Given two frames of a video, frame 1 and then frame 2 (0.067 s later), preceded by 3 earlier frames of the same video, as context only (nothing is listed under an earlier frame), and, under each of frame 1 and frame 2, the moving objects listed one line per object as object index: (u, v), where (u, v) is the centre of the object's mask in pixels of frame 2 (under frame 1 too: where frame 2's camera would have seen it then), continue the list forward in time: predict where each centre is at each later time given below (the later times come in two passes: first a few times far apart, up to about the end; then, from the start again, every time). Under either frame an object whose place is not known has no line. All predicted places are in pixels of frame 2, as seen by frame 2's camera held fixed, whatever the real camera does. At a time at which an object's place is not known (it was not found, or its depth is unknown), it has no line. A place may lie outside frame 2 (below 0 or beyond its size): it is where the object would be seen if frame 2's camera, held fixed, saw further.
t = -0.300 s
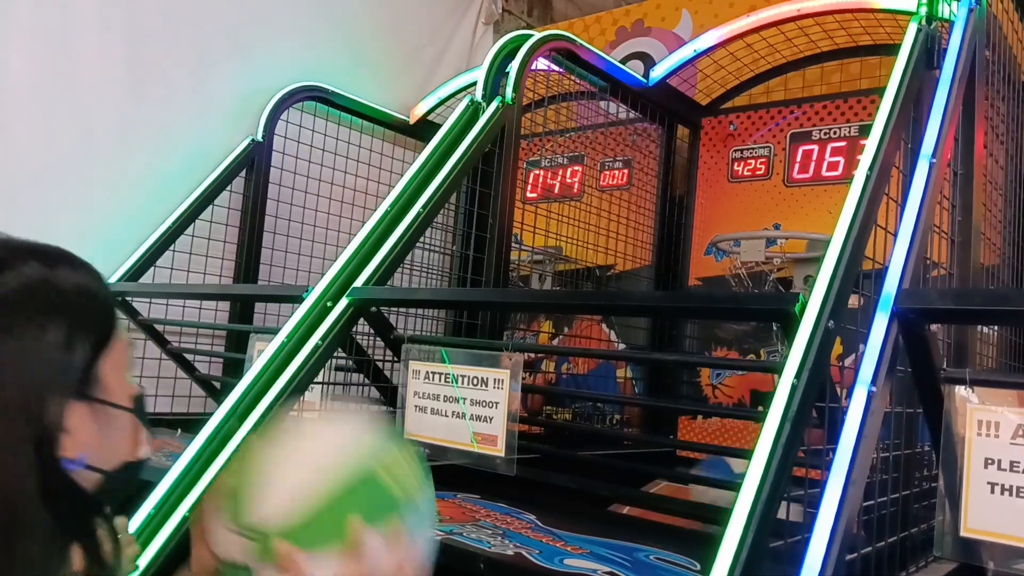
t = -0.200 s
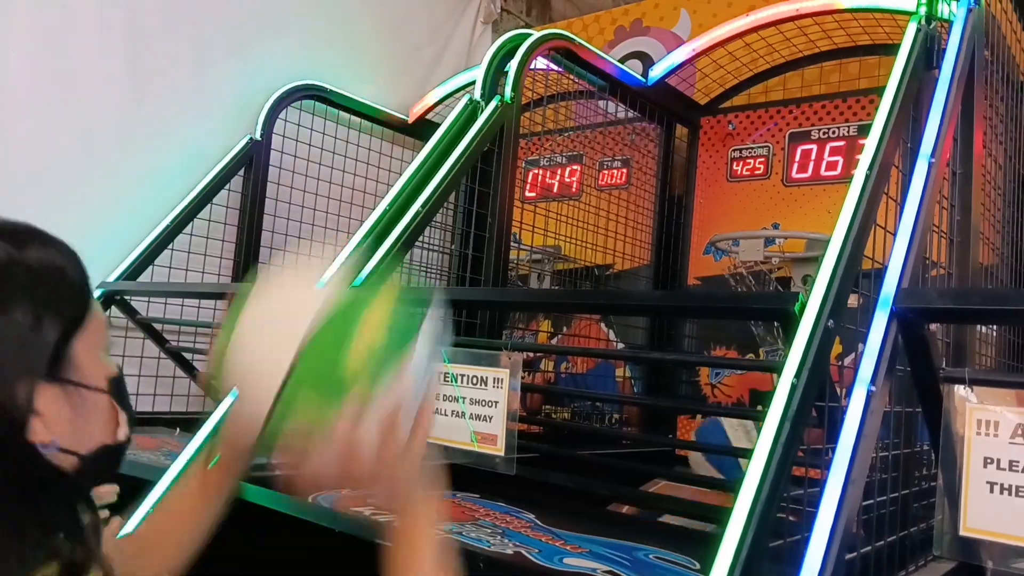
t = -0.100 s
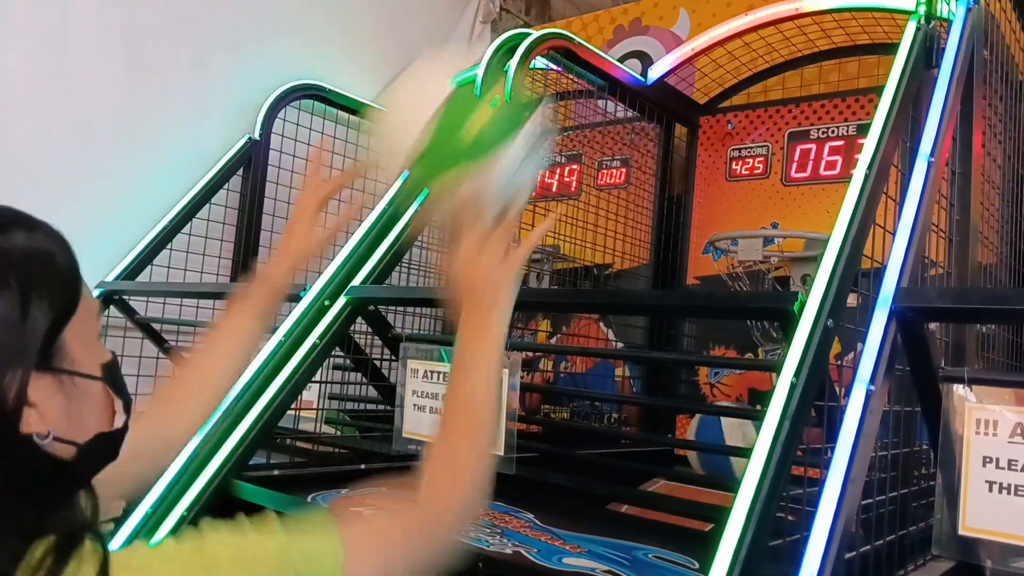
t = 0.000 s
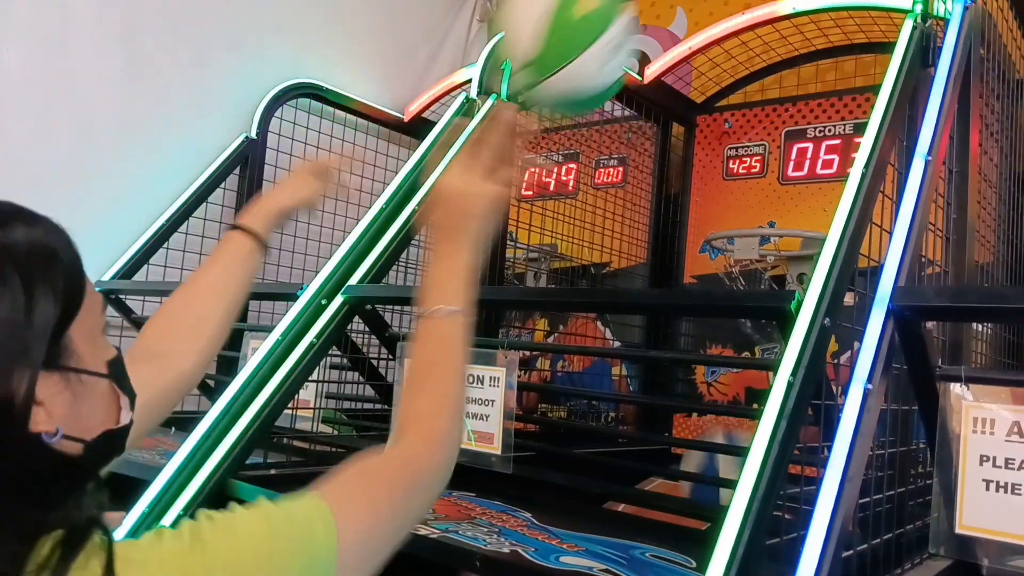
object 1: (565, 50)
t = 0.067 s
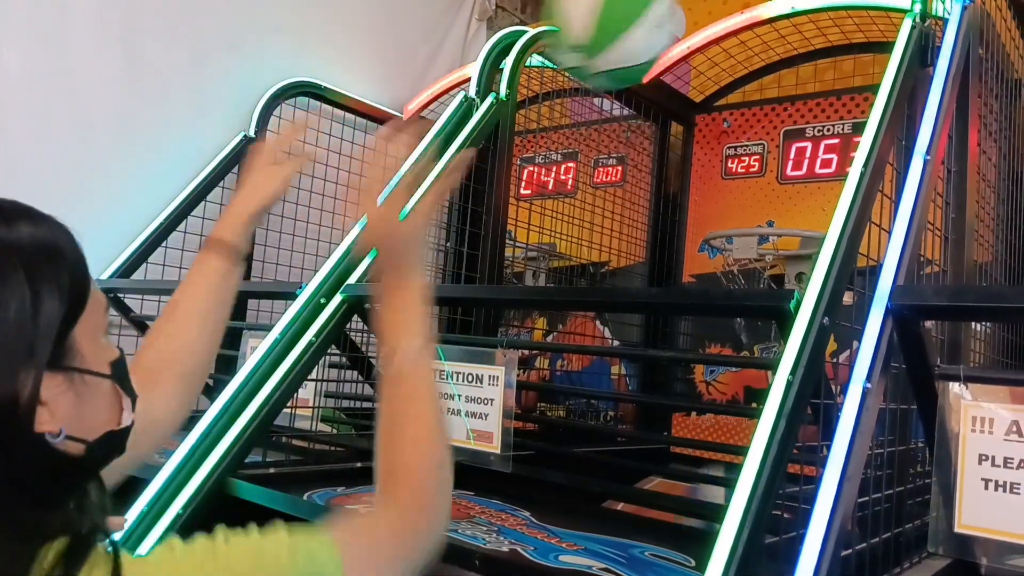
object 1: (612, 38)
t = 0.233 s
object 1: (694, 75)
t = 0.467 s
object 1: (712, 157)
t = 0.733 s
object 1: (588, 73)
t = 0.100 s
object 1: (631, 38)
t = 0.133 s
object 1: (651, 40)
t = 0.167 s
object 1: (666, 44)
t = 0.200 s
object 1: (682, 54)
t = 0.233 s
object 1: (694, 75)
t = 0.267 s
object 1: (705, 96)
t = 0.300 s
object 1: (712, 118)
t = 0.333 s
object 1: (722, 144)
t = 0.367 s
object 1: (730, 175)
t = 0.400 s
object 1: (737, 206)
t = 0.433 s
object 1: (727, 191)
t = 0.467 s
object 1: (712, 157)
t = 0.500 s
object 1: (699, 135)
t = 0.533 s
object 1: (686, 117)
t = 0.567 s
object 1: (675, 104)
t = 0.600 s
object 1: (659, 89)
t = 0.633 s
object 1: (642, 78)
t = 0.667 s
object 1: (625, 73)
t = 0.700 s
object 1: (607, 71)
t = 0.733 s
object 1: (588, 73)
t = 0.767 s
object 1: (565, 81)
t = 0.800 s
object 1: (546, 96)
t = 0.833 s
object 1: (518, 117)
